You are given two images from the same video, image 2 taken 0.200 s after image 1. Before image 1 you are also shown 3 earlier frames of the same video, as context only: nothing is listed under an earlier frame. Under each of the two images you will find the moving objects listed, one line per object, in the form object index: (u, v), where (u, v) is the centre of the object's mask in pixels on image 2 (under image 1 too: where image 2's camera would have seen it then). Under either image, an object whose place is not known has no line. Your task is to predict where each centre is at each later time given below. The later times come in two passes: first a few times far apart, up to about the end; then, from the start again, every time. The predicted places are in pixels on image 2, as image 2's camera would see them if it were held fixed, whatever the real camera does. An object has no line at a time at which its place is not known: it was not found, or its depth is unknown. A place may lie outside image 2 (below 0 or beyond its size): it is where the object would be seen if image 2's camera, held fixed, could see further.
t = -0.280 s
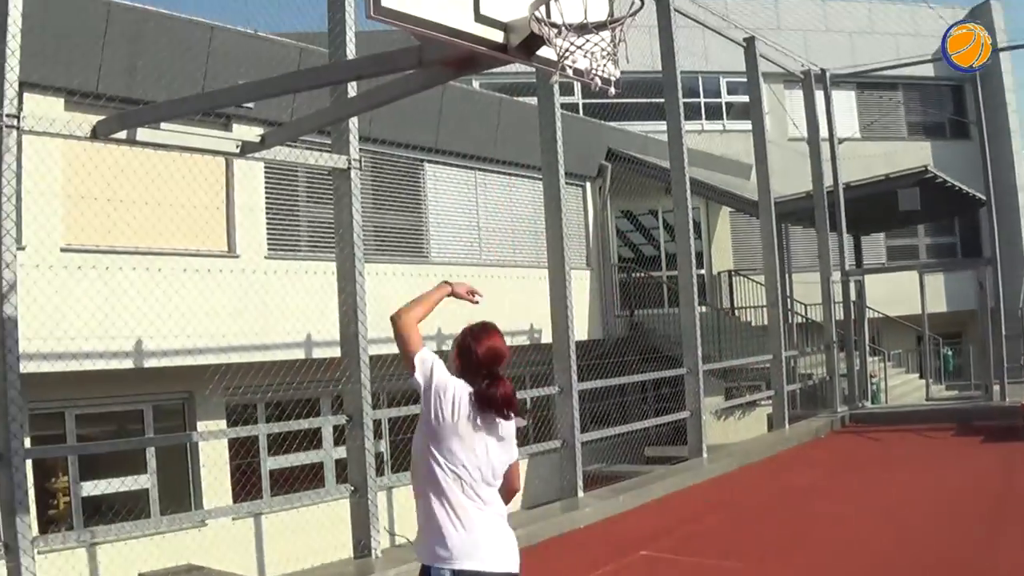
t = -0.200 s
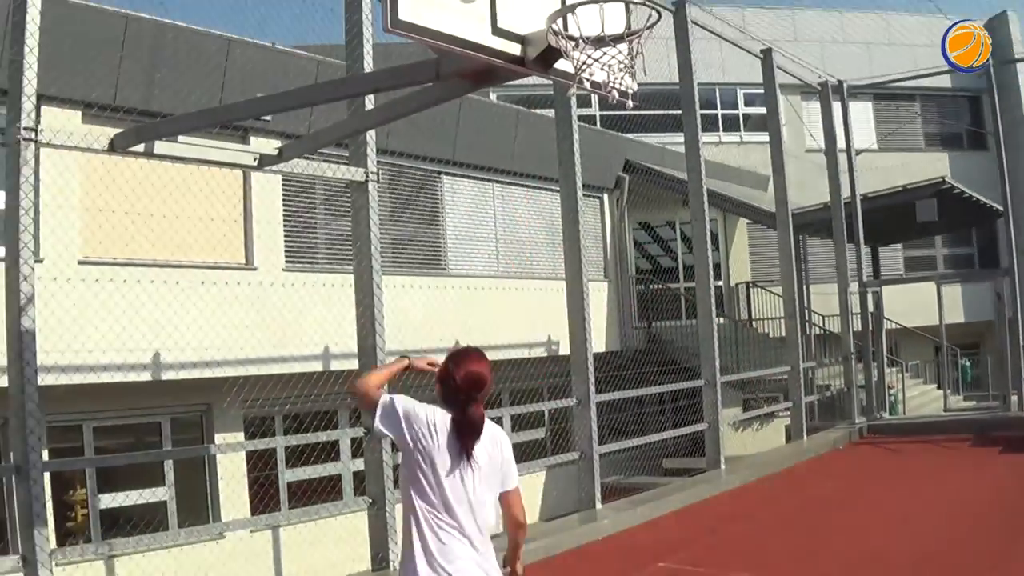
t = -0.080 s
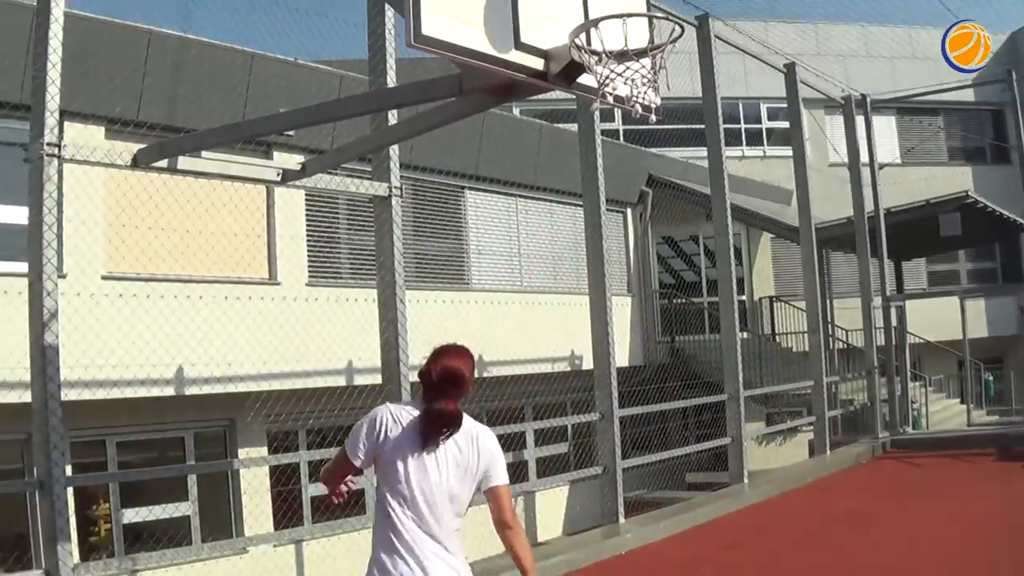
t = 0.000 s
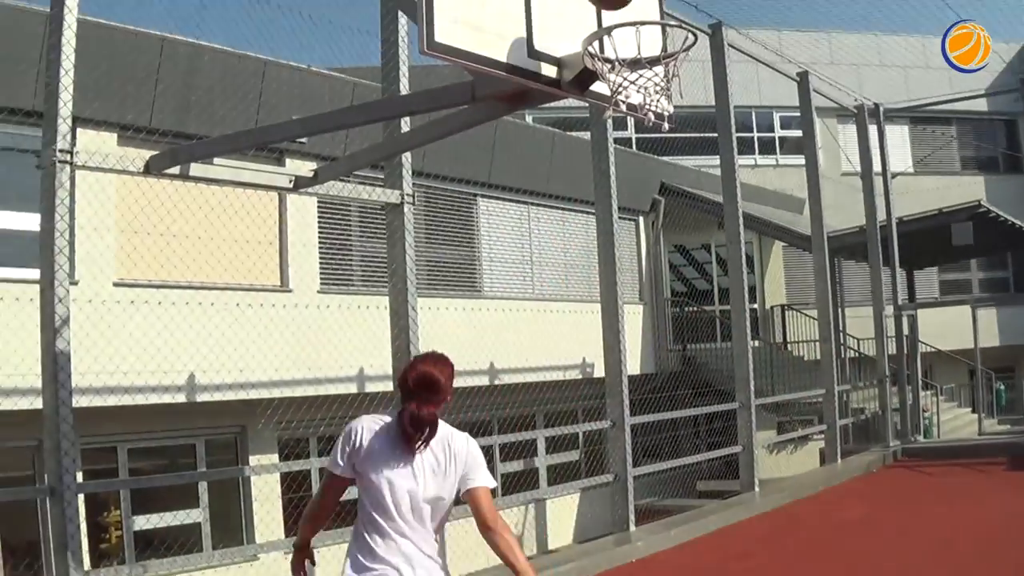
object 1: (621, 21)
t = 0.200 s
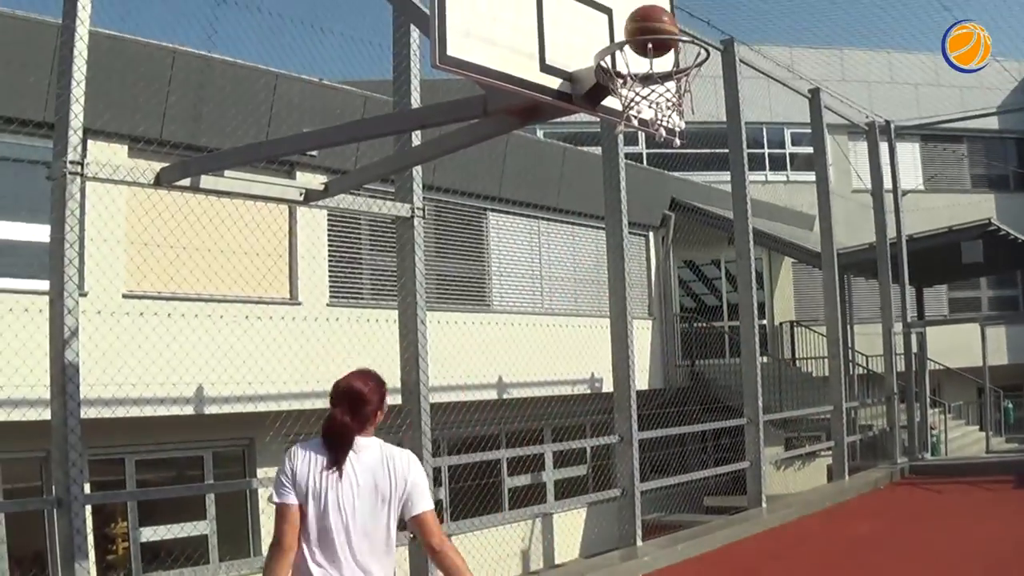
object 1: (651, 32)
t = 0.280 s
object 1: (659, 53)
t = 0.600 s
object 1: (662, 103)
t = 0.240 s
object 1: (655, 41)
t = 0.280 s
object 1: (659, 53)
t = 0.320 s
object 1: (656, 50)
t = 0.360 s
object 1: (653, 47)
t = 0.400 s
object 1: (649, 47)
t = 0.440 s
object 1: (645, 52)
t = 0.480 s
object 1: (648, 60)
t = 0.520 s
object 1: (650, 72)
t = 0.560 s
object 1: (657, 86)
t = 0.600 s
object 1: (662, 103)
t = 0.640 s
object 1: (663, 120)
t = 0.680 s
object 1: (668, 142)
